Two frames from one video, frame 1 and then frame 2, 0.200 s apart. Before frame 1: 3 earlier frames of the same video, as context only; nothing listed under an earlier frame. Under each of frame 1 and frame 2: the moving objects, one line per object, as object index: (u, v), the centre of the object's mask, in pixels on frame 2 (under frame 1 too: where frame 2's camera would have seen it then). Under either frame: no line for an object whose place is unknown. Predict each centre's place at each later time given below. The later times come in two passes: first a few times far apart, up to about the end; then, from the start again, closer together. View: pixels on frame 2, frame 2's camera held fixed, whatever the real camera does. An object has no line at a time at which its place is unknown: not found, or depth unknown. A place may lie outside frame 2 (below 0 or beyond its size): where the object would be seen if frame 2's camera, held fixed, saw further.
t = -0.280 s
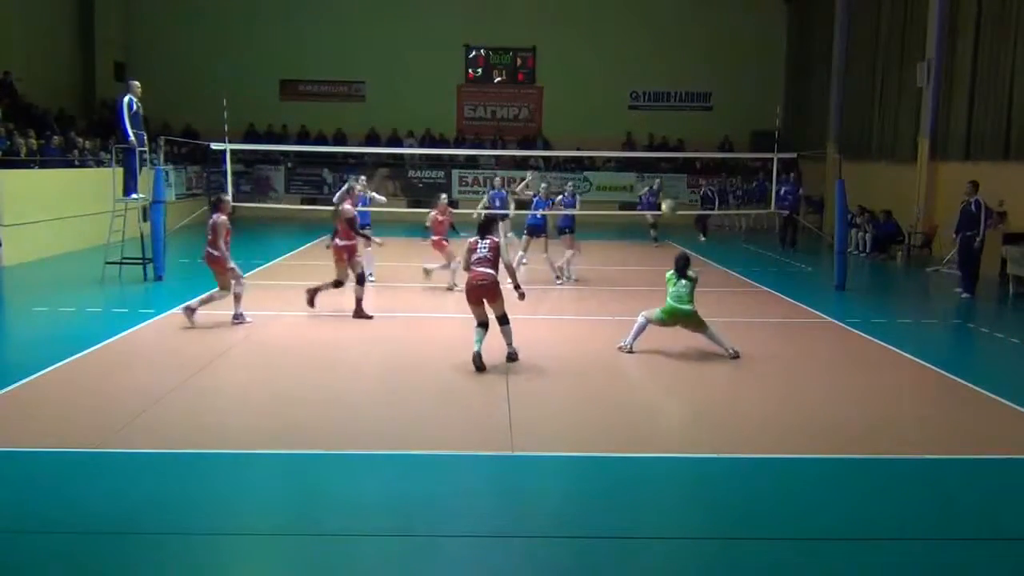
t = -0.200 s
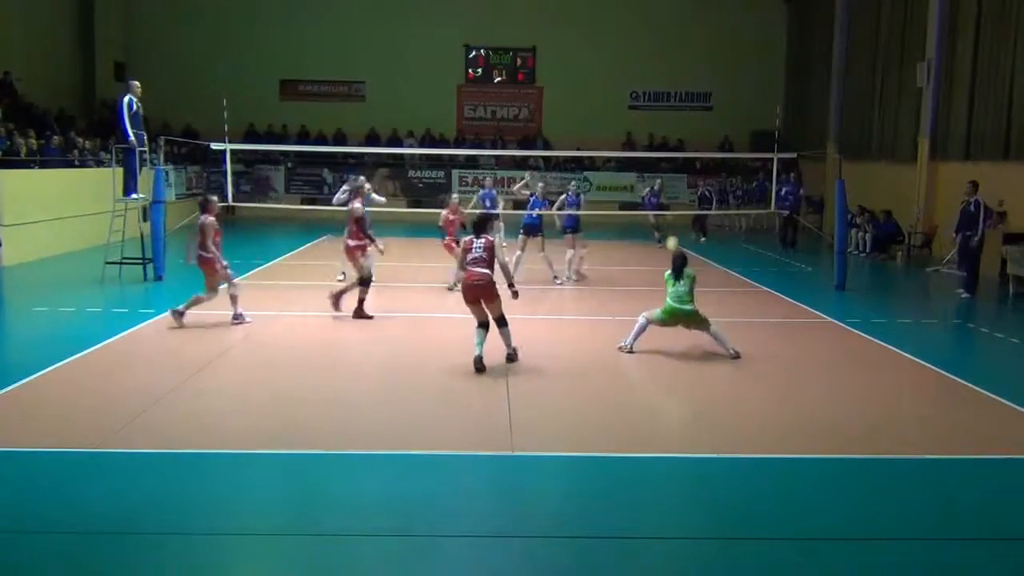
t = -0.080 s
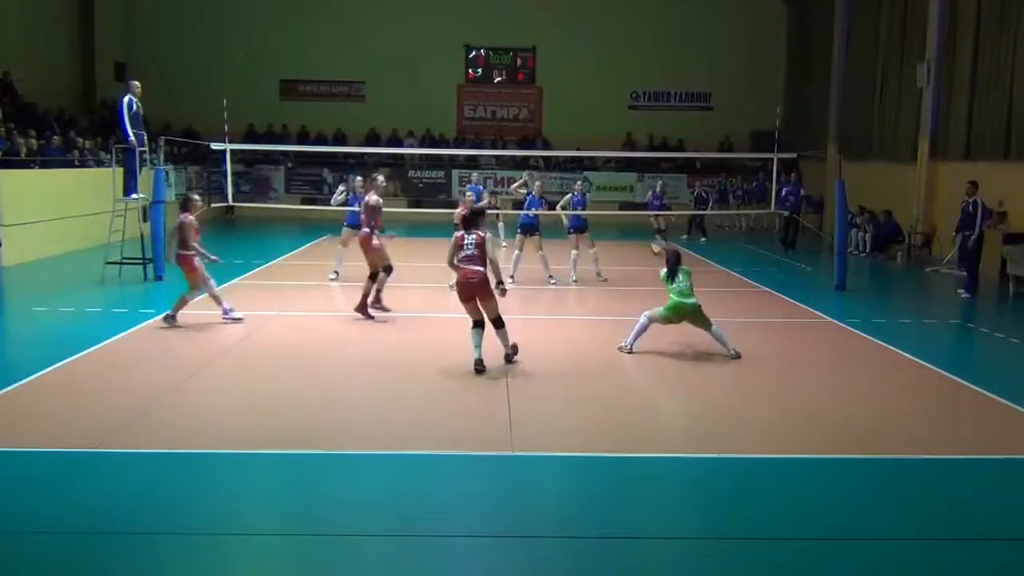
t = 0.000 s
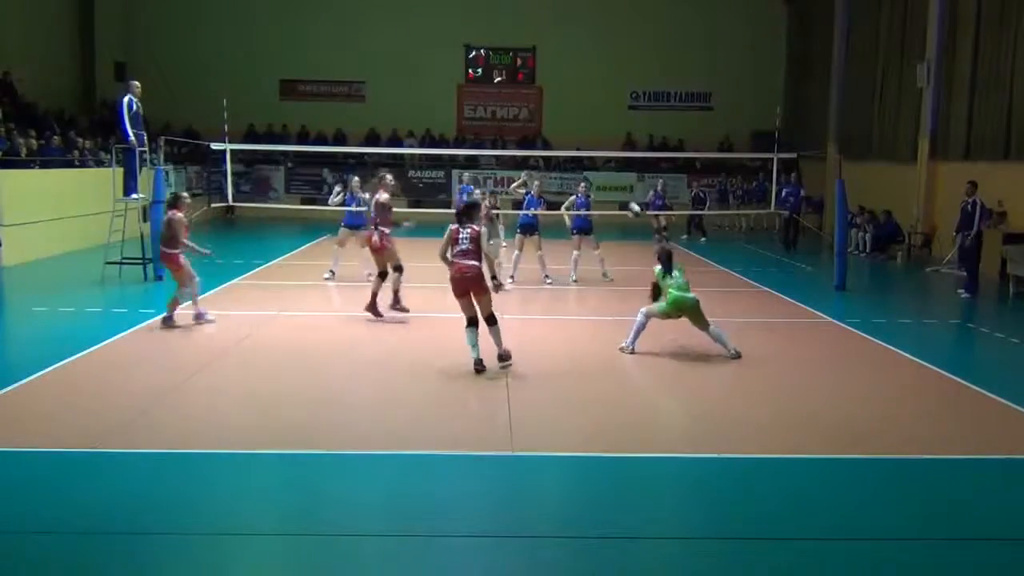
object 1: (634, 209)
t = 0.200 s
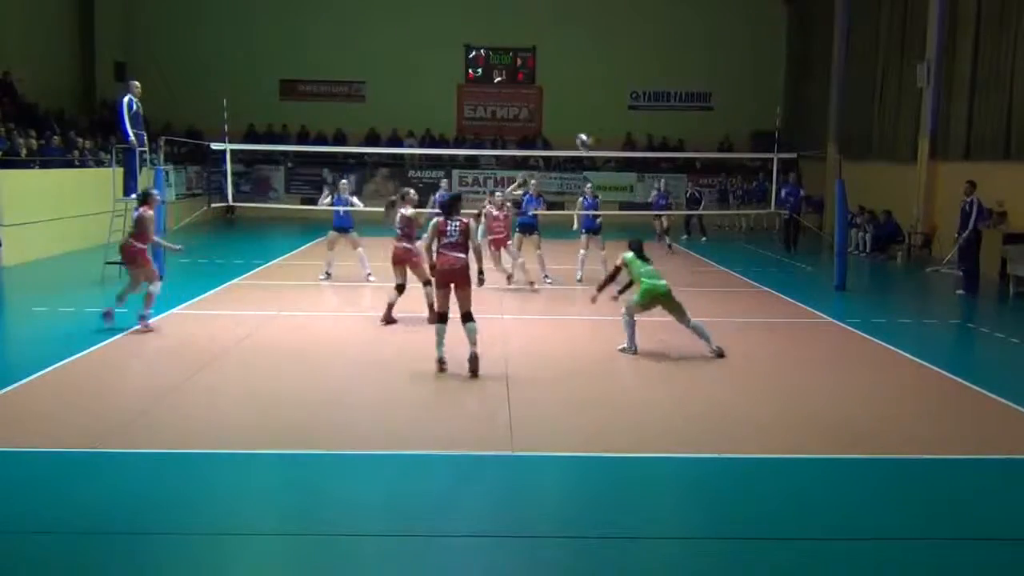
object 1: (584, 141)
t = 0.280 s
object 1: (565, 123)
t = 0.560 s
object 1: (504, 105)
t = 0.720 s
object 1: (473, 116)
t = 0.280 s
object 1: (565, 123)
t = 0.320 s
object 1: (555, 118)
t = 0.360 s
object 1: (546, 113)
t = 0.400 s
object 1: (538, 108)
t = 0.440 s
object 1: (529, 105)
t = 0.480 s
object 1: (520, 101)
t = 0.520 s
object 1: (513, 103)
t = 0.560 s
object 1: (504, 105)
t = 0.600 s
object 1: (497, 106)
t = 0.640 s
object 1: (488, 108)
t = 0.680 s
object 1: (480, 112)
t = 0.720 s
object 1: (473, 116)
